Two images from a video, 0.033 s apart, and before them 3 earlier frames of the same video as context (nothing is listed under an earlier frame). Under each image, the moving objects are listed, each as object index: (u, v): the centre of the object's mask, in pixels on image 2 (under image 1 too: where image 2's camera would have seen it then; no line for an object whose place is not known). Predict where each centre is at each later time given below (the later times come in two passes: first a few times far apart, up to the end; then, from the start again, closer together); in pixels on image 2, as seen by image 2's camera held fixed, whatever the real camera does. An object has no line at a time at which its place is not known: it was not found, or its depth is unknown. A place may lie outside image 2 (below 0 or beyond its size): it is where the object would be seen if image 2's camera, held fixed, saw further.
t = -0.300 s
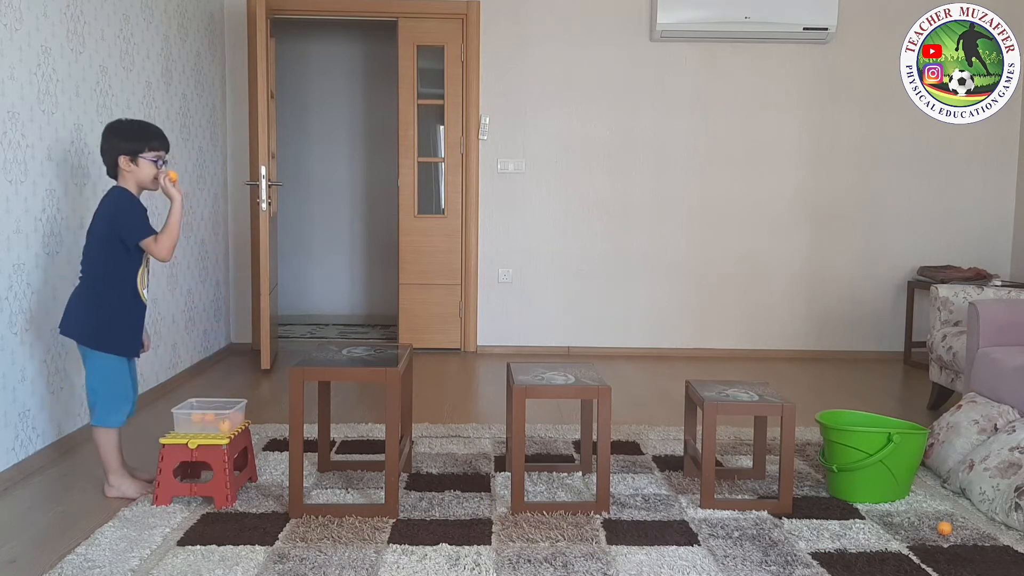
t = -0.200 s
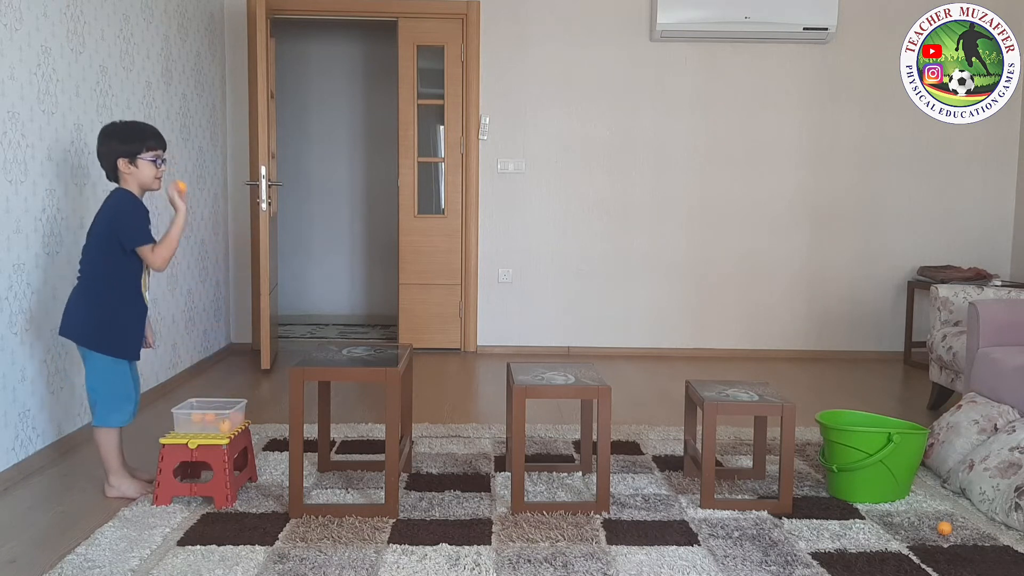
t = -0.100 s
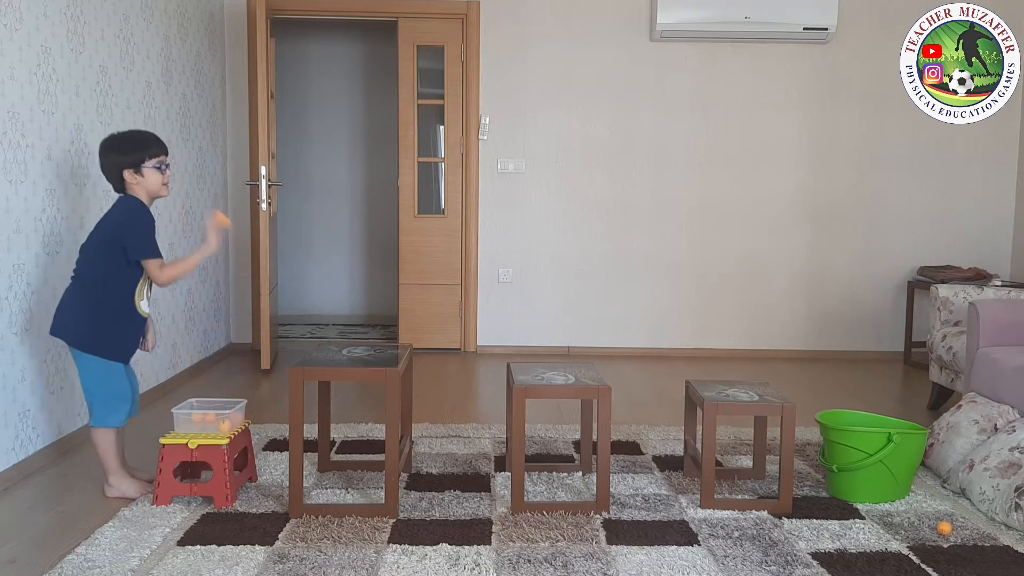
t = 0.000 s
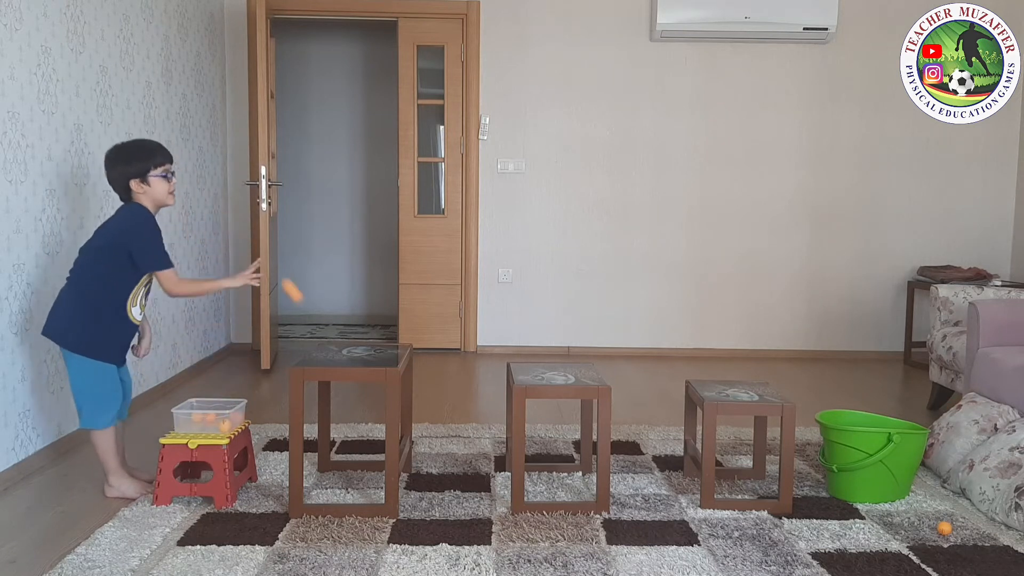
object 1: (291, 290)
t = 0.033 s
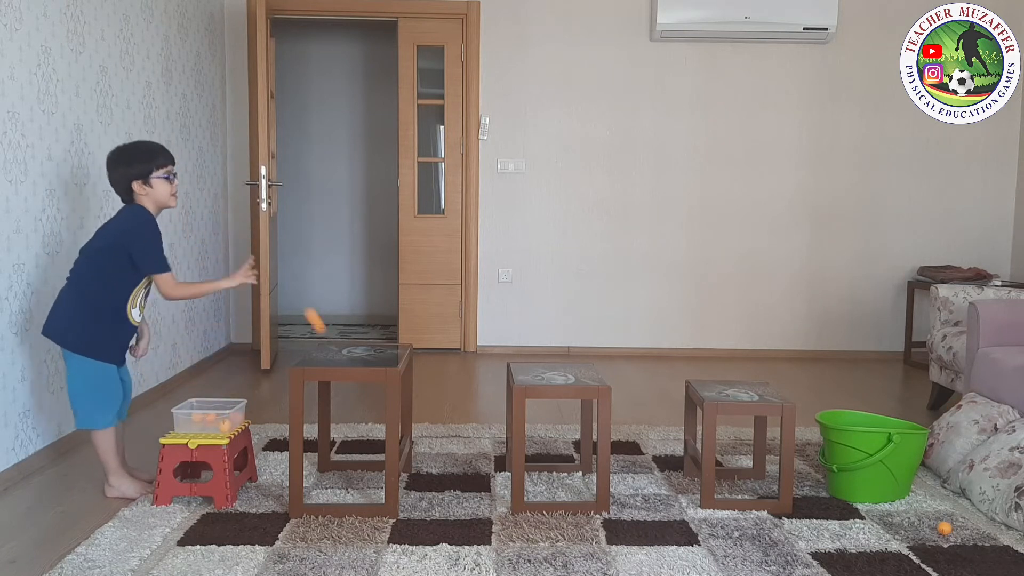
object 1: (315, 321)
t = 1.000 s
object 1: (681, 276)
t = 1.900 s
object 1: (987, 366)
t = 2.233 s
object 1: (1005, 414)
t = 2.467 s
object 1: (944, 480)
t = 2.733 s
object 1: (912, 502)
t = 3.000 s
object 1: (881, 509)
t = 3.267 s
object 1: (861, 510)
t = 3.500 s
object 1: (860, 510)
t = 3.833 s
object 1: (860, 510)
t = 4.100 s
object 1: (860, 510)
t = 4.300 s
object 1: (860, 510)
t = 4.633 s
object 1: (860, 510)
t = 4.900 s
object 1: (860, 510)
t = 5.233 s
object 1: (860, 510)
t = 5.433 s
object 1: (860, 510)
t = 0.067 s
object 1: (336, 345)
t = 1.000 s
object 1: (681, 276)
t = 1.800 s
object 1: (938, 392)
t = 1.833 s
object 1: (955, 380)
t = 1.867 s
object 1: (971, 371)
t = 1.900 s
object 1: (987, 366)
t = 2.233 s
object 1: (1005, 414)
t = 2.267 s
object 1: (993, 428)
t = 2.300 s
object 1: (981, 447)
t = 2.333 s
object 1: (969, 469)
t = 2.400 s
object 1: (951, 499)
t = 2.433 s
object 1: (947, 487)
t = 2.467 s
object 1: (944, 480)
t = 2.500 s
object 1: (940, 475)
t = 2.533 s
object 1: (937, 475)
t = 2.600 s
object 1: (929, 481)
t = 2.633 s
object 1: (924, 490)
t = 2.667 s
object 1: (920, 503)
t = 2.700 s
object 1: (916, 505)
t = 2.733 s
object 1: (912, 502)
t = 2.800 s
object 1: (904, 506)
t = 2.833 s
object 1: (899, 509)
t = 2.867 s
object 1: (895, 508)
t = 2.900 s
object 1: (892, 508)
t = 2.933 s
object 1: (887, 510)
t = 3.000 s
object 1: (881, 509)
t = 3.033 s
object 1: (878, 509)
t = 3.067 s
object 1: (875, 510)
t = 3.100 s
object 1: (872, 510)
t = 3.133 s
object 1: (869, 510)
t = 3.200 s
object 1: (865, 511)
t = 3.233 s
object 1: (863, 510)
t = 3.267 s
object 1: (861, 510)
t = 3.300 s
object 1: (860, 510)
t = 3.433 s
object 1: (860, 510)
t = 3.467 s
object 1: (860, 510)
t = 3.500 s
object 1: (860, 510)
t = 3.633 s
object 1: (860, 510)
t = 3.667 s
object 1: (860, 510)
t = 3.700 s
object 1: (860, 510)
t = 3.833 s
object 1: (860, 510)
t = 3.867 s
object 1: (860, 510)
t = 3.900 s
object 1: (860, 510)
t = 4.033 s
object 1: (860, 510)
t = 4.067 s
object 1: (860, 510)
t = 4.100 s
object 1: (860, 510)
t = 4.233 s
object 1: (860, 510)
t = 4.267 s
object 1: (860, 510)
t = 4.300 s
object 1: (860, 510)
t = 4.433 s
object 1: (860, 510)
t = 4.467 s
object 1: (860, 510)
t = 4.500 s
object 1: (860, 510)
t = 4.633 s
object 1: (860, 510)
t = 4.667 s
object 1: (860, 510)
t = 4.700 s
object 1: (860, 510)
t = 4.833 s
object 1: (860, 510)
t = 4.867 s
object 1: (860, 510)
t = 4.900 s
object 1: (860, 510)
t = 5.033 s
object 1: (860, 510)
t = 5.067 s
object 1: (860, 510)
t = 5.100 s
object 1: (860, 510)
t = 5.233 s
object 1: (860, 510)
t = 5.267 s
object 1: (860, 510)
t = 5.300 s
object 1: (860, 510)
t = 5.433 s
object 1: (860, 510)
